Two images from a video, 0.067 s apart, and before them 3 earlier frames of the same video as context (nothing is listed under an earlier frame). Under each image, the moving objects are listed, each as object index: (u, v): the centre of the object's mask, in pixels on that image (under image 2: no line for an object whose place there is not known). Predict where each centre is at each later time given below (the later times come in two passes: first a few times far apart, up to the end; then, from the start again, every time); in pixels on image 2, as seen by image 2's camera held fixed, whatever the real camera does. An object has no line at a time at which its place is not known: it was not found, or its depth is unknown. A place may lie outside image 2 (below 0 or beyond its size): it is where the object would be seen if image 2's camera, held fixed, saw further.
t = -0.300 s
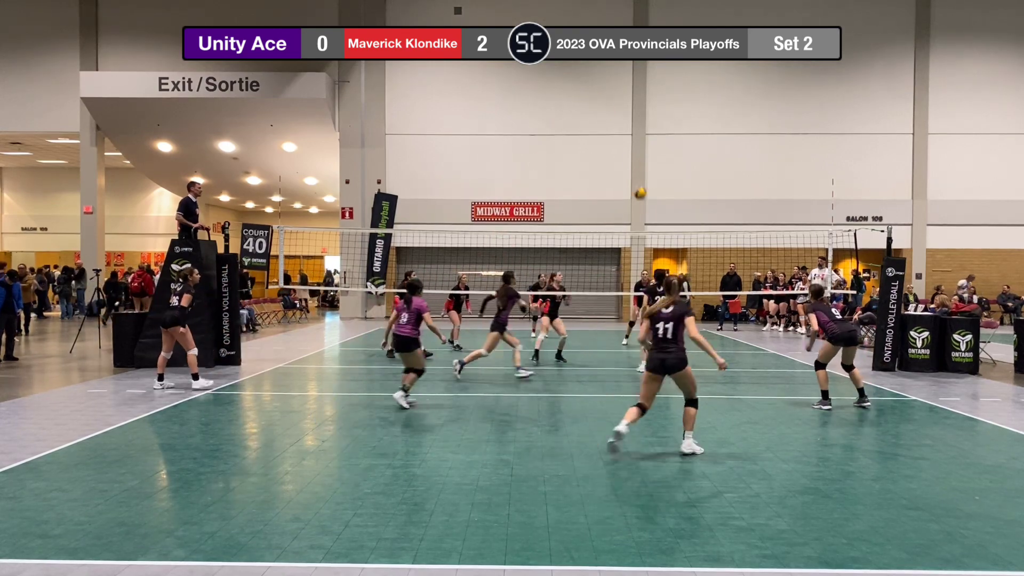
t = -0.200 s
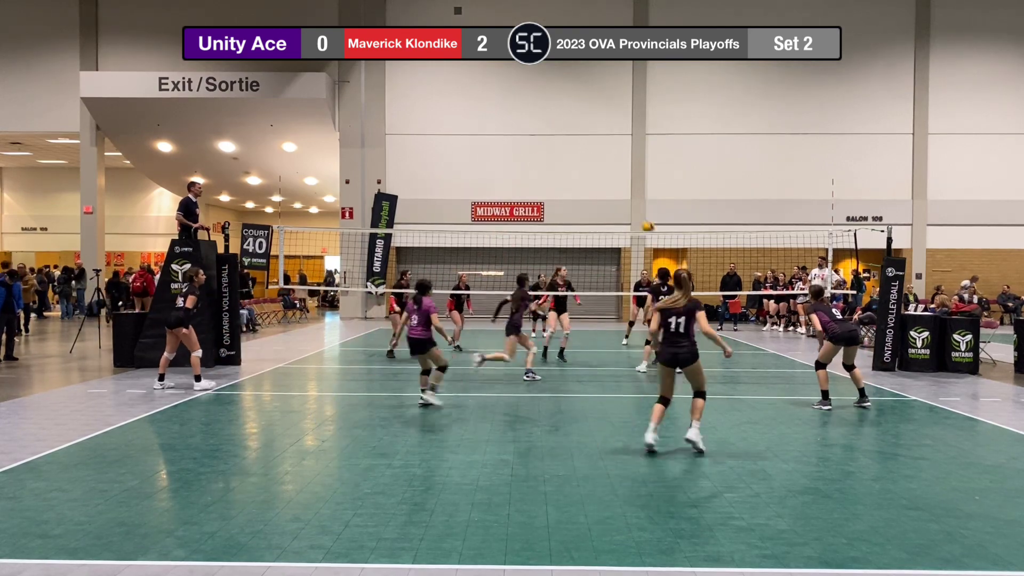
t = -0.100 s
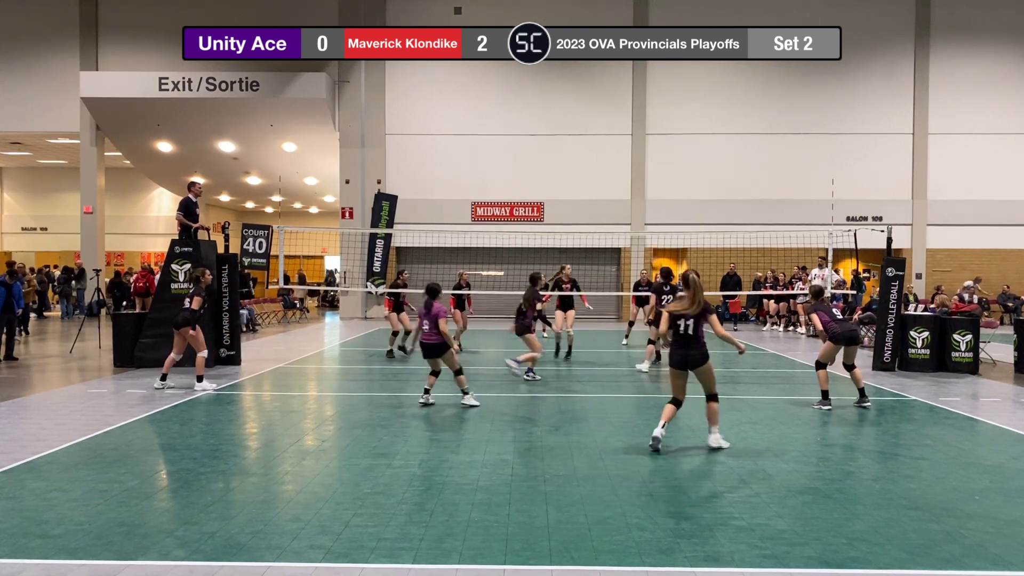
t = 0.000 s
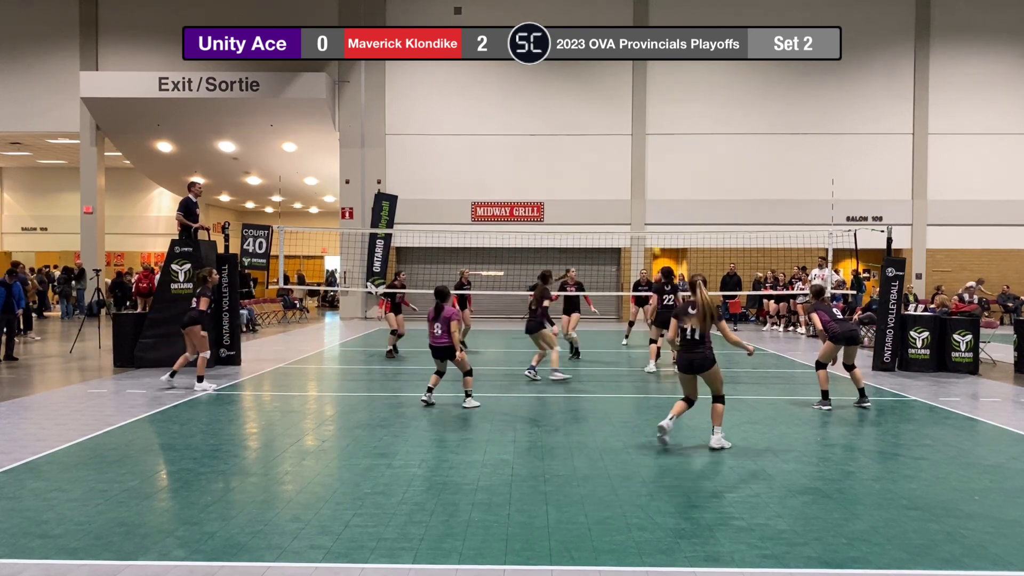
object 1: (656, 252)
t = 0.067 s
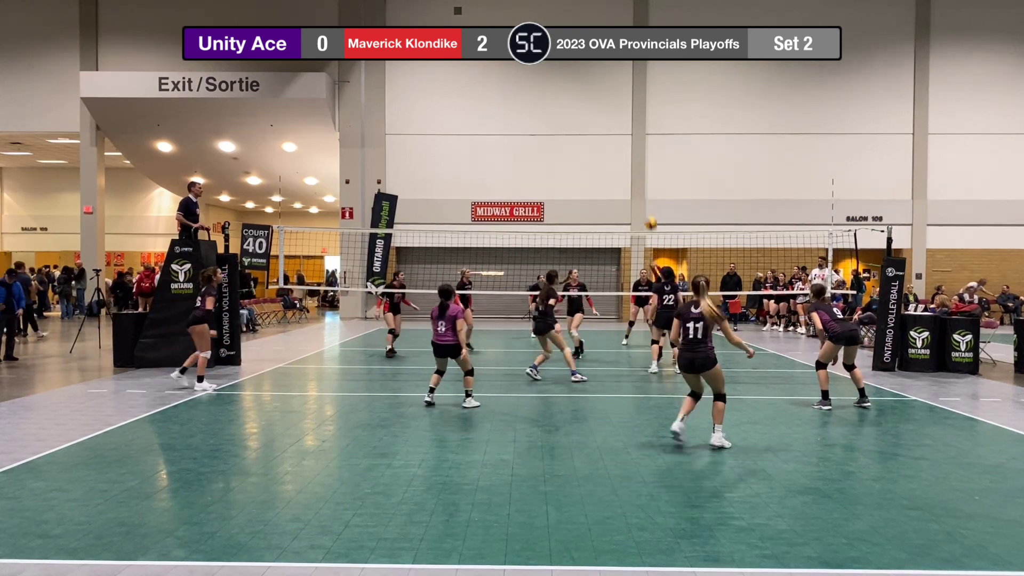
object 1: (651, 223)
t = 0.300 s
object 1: (636, 145)
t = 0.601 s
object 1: (617, 91)
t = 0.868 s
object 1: (601, 86)
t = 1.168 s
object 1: (583, 129)
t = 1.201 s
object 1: (581, 136)
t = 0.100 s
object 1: (649, 210)
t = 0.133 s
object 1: (647, 198)
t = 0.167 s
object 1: (644, 186)
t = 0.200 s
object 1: (642, 175)
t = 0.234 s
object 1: (640, 164)
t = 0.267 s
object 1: (638, 154)
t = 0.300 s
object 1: (636, 145)
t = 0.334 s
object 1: (634, 136)
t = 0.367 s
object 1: (632, 128)
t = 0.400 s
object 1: (629, 121)
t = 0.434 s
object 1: (628, 114)
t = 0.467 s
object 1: (625, 108)
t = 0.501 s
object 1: (623, 103)
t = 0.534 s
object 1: (621, 98)
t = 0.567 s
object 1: (619, 94)
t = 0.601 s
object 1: (617, 91)
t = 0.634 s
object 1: (615, 88)
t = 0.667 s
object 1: (613, 86)
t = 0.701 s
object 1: (612, 84)
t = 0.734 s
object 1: (609, 84)
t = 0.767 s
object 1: (607, 83)
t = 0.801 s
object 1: (605, 84)
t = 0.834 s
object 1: (603, 85)
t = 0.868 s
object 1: (601, 86)
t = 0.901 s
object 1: (599, 89)
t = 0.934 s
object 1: (597, 92)
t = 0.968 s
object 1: (595, 95)
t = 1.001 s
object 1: (593, 99)
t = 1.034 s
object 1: (591, 104)
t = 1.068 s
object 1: (589, 109)
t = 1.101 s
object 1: (587, 115)
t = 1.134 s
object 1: (585, 122)
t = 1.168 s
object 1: (583, 129)
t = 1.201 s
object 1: (581, 136)
